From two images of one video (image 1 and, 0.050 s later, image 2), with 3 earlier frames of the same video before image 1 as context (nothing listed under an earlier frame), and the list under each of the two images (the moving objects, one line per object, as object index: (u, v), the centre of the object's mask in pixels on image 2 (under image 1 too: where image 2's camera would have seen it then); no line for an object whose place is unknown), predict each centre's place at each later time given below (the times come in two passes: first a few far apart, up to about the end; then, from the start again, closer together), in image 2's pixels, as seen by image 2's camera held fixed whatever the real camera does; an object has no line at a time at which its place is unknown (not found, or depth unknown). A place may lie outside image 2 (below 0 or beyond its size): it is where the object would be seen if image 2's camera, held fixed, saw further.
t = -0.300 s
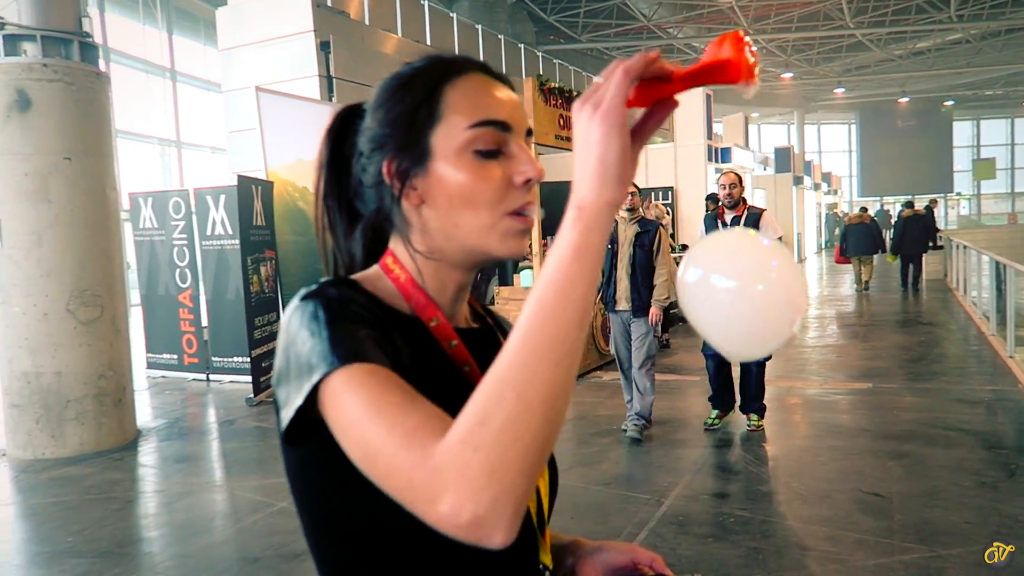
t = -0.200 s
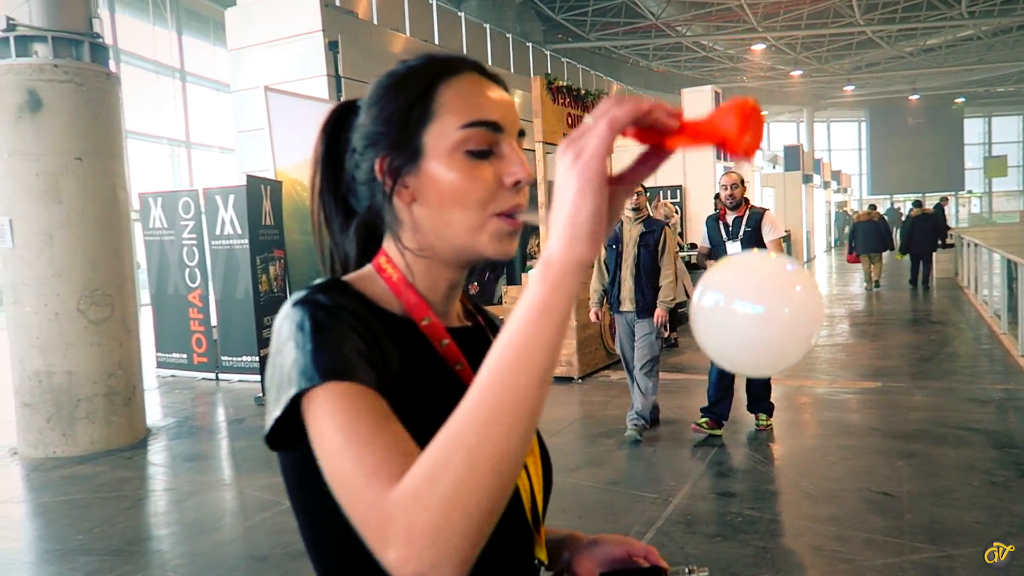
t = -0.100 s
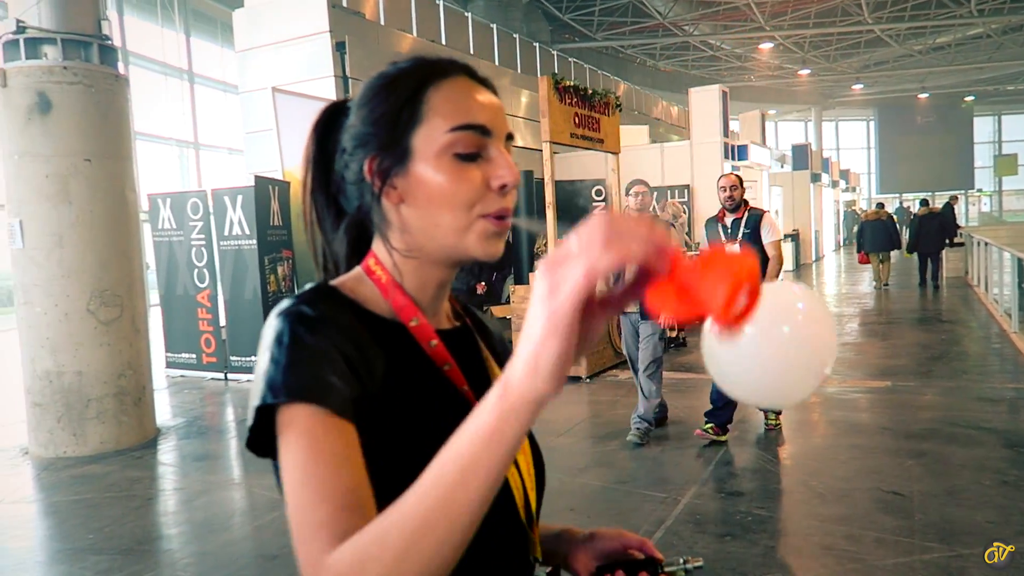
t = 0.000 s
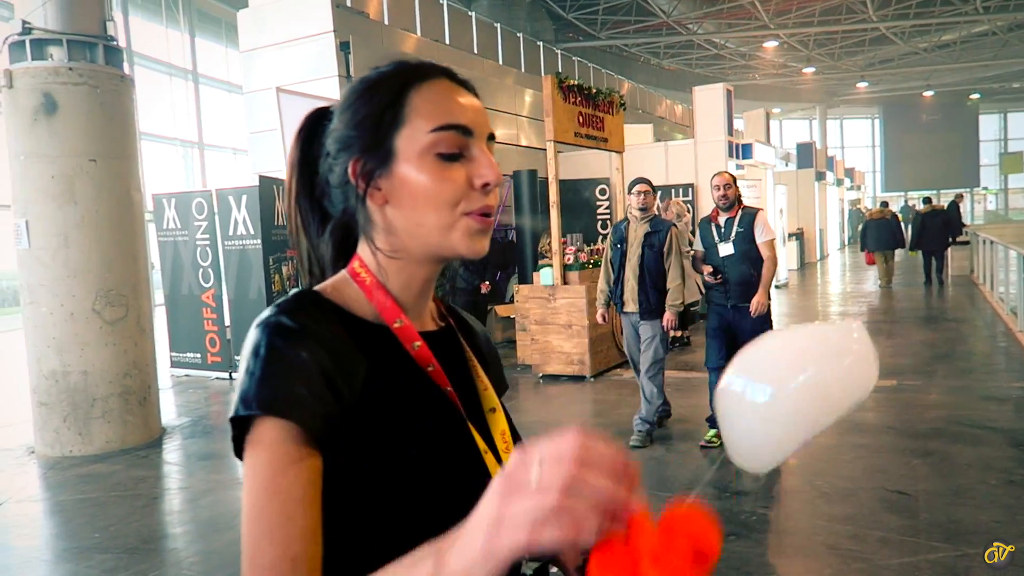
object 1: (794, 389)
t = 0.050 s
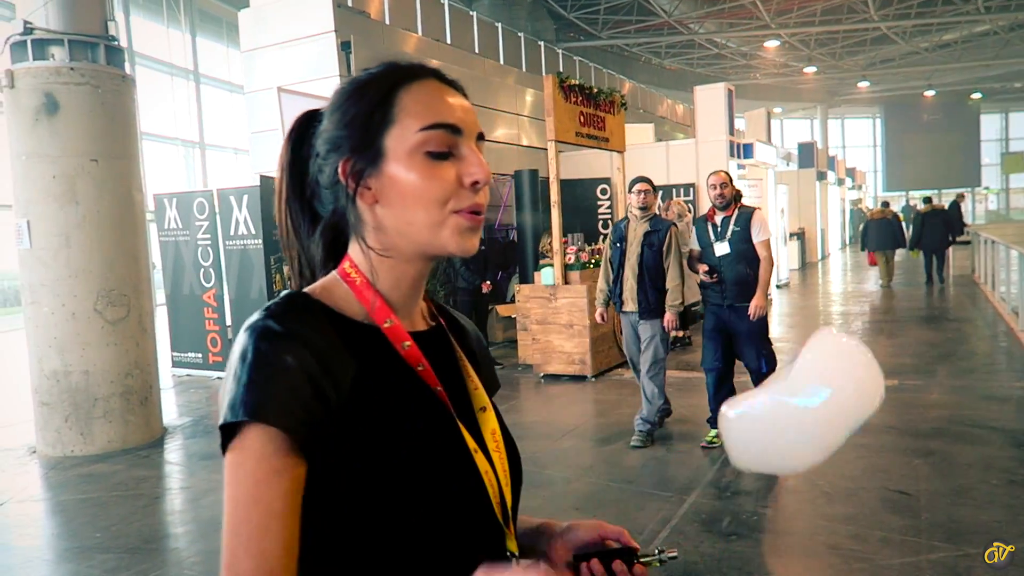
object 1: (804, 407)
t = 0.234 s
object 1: (852, 464)
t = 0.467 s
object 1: (882, 532)
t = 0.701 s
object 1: (889, 567)
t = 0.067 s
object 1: (810, 409)
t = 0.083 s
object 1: (815, 415)
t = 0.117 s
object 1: (820, 428)
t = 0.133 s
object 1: (824, 434)
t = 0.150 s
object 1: (828, 440)
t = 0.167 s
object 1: (833, 443)
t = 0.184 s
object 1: (837, 448)
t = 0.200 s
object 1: (842, 455)
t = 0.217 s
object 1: (848, 460)
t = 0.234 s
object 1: (852, 464)
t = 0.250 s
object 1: (854, 471)
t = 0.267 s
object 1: (856, 477)
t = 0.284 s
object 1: (857, 483)
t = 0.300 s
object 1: (859, 489)
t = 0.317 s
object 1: (862, 494)
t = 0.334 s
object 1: (862, 500)
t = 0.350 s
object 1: (866, 506)
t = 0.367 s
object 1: (867, 513)
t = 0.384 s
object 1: (869, 517)
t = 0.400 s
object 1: (873, 521)
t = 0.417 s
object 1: (876, 524)
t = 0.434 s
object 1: (878, 527)
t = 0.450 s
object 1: (881, 530)
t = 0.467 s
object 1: (882, 532)
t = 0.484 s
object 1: (882, 536)
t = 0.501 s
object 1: (884, 539)
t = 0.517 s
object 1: (885, 543)
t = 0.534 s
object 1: (887, 546)
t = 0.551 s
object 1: (887, 548)
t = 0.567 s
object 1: (888, 550)
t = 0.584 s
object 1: (887, 552)
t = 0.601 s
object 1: (889, 553)
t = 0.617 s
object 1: (886, 556)
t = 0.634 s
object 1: (884, 558)
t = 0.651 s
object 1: (883, 560)
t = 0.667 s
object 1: (884, 561)
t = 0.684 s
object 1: (885, 565)
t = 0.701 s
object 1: (889, 567)
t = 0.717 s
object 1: (892, 570)
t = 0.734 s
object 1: (895, 573)
